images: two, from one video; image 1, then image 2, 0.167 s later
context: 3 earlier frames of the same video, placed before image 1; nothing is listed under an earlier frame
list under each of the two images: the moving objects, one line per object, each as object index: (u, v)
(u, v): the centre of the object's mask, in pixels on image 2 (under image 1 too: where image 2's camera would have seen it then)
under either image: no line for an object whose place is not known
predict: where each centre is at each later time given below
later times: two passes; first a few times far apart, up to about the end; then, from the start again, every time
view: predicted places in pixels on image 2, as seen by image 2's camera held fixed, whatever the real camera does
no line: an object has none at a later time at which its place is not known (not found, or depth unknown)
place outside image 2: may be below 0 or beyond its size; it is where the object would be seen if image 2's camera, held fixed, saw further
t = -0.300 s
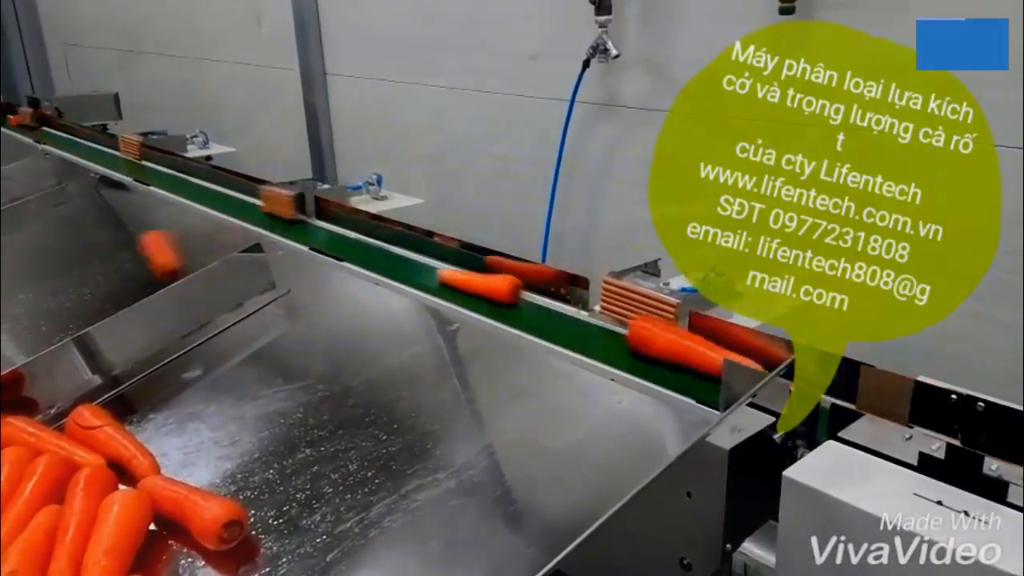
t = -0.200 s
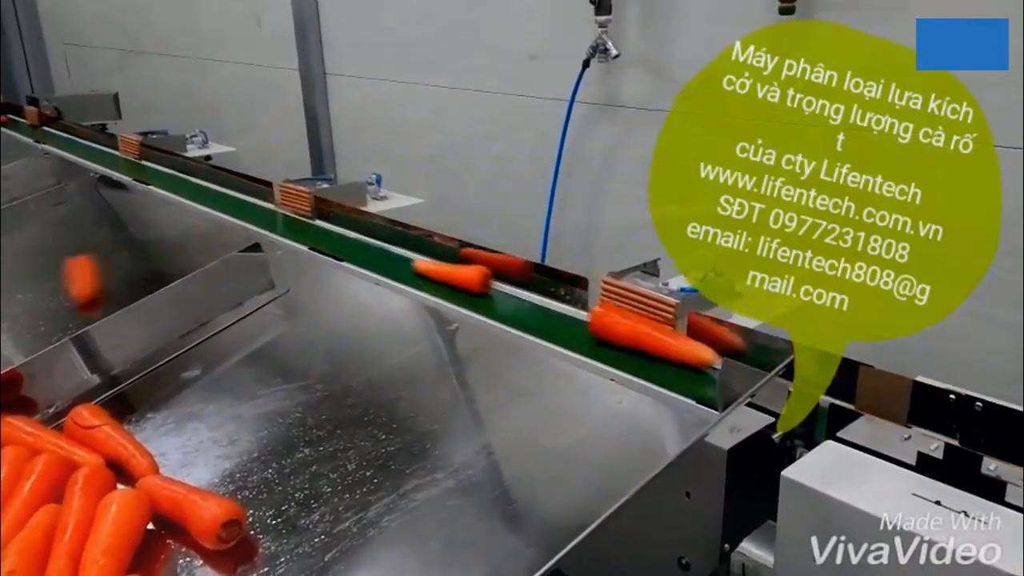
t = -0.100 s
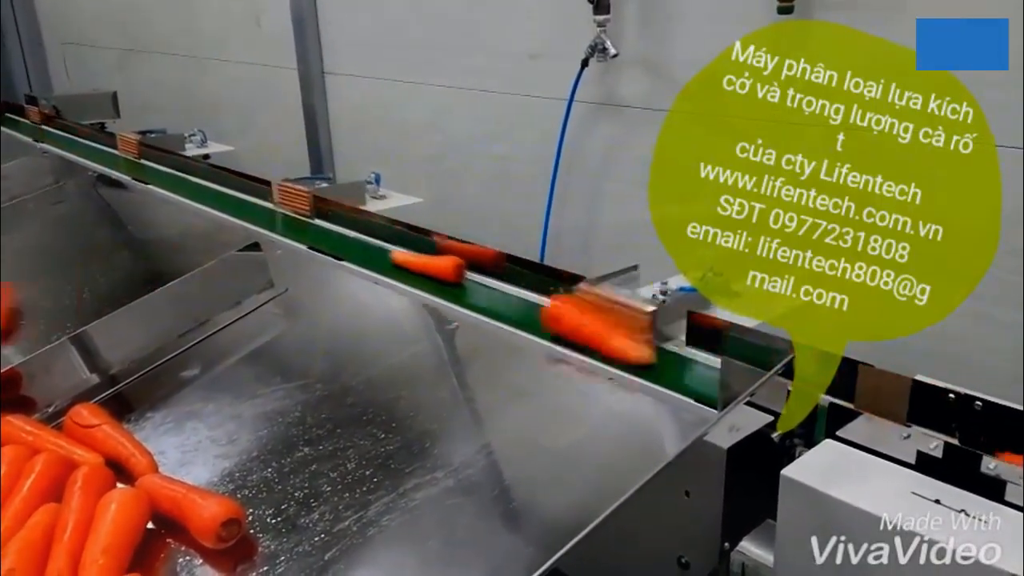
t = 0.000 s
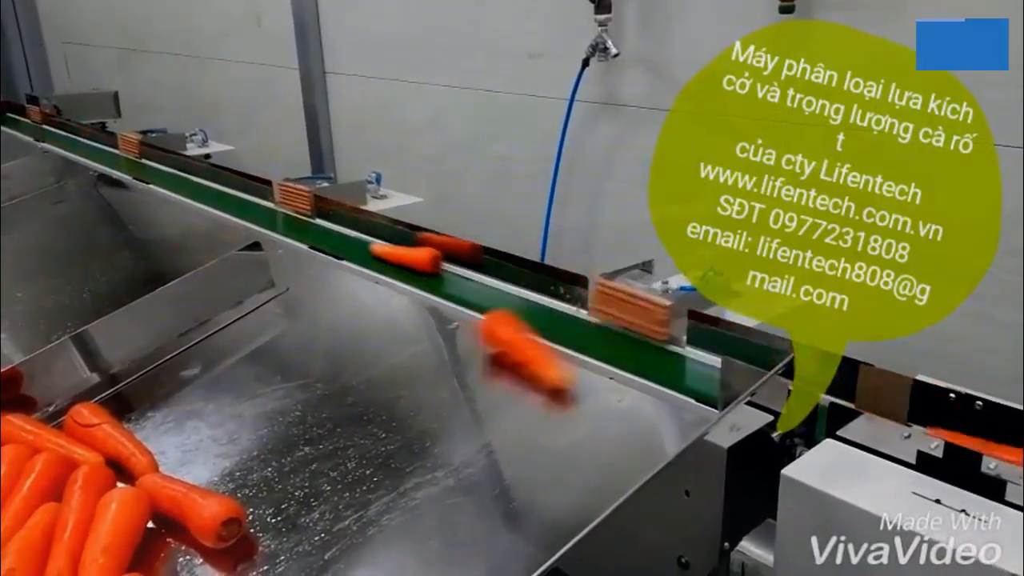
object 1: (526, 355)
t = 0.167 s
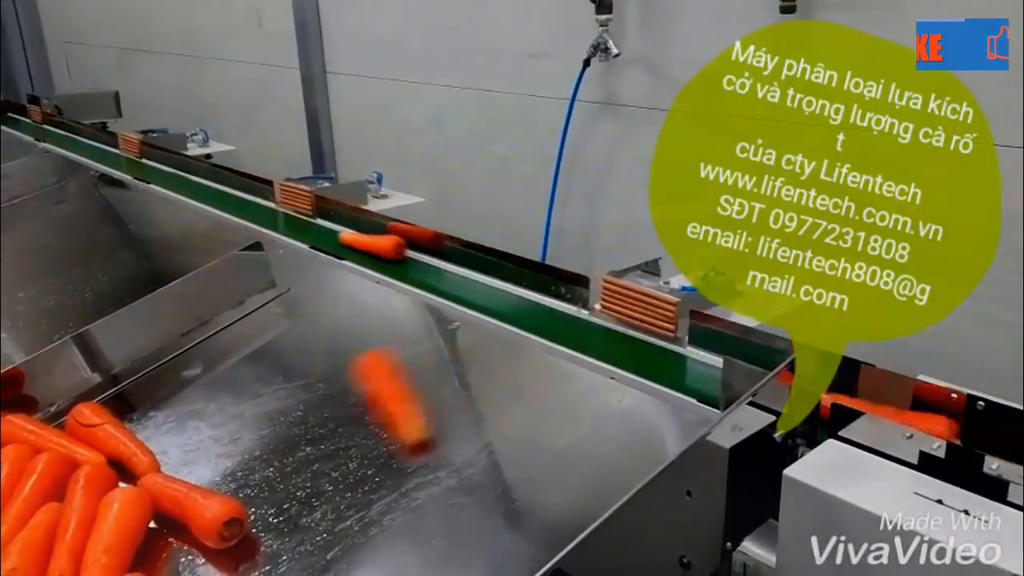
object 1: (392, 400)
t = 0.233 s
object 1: (333, 422)
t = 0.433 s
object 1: (181, 458)
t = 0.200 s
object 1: (363, 412)
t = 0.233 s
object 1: (333, 422)
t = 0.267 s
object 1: (300, 434)
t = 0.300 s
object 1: (267, 445)
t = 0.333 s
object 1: (233, 455)
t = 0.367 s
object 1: (205, 463)
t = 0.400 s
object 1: (188, 461)
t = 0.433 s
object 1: (181, 458)
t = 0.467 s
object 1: (177, 455)
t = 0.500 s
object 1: (175, 455)
